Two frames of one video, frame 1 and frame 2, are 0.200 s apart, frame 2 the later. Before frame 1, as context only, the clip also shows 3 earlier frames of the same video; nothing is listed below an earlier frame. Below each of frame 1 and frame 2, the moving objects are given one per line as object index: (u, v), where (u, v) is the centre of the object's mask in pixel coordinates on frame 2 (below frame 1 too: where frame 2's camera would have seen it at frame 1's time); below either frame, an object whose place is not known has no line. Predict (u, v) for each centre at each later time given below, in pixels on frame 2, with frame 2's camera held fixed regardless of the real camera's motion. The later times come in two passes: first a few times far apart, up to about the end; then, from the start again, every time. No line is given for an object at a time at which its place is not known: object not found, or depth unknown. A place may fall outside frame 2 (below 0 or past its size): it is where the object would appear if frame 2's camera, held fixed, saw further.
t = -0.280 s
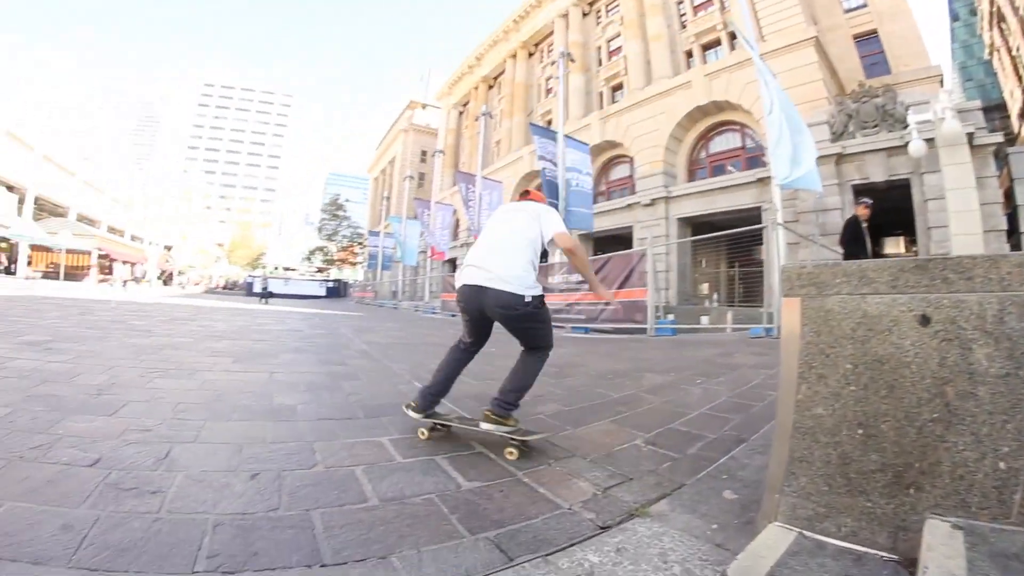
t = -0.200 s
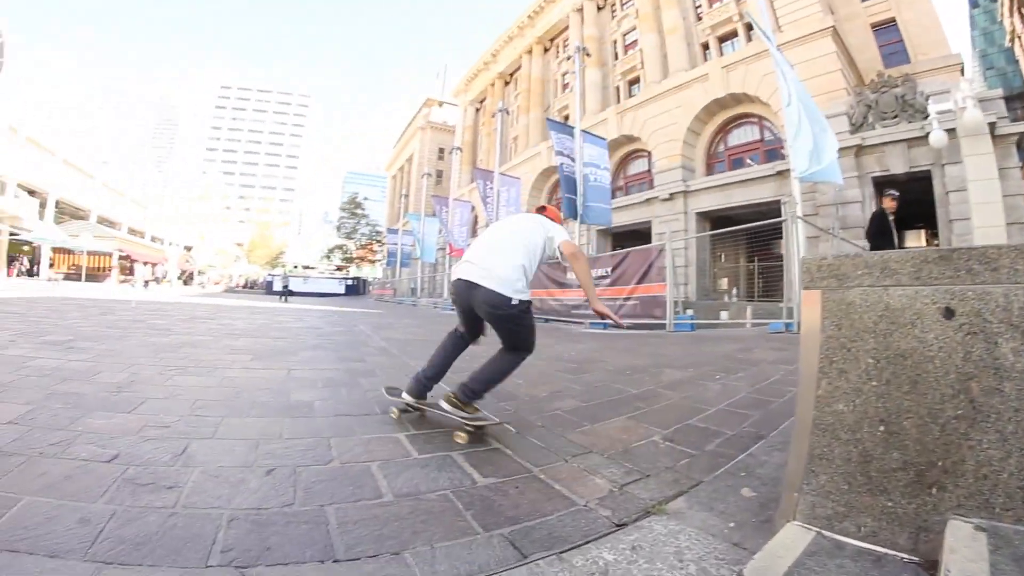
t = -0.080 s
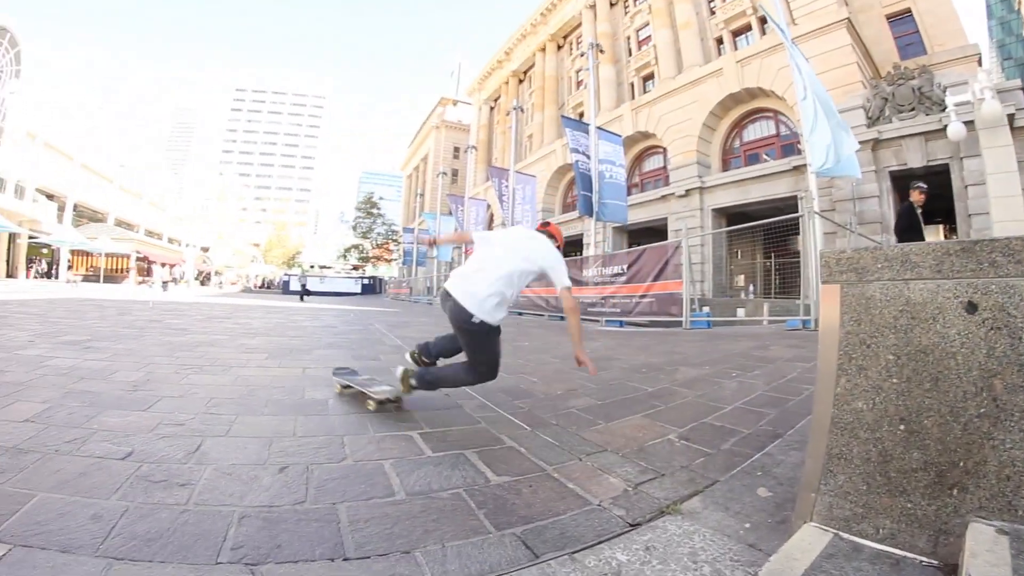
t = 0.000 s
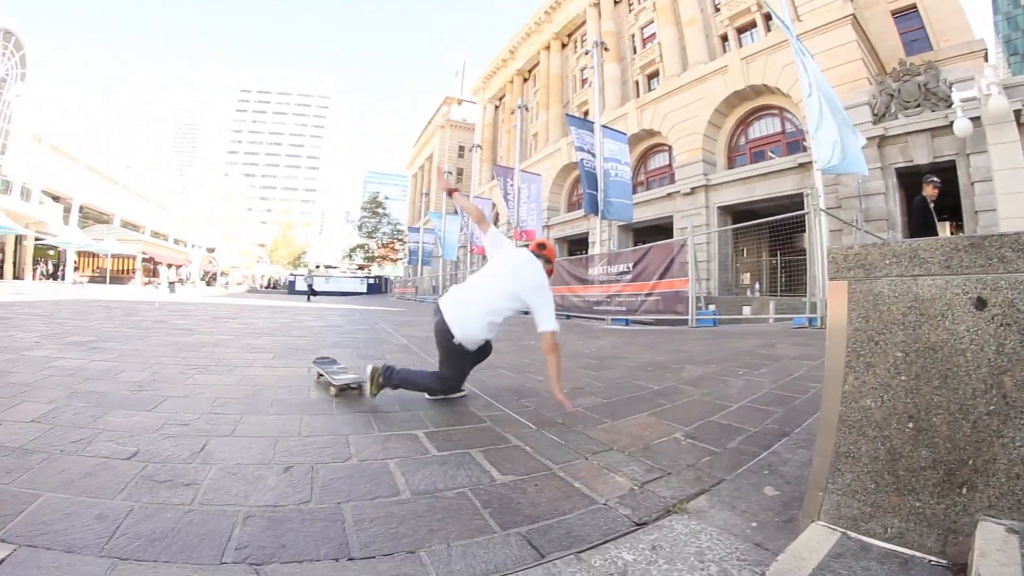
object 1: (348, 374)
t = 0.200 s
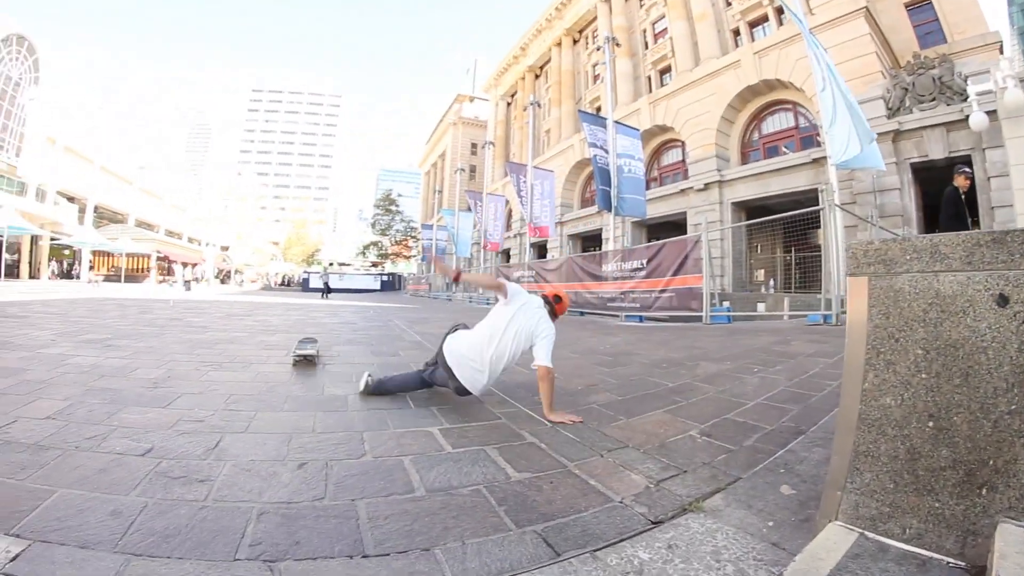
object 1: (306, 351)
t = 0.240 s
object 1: (302, 347)
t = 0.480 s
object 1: (301, 330)
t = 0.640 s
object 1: (312, 323)
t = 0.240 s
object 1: (302, 347)
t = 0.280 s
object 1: (300, 344)
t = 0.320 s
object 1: (298, 340)
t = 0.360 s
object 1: (297, 337)
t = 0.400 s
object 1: (298, 334)
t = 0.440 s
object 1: (299, 332)
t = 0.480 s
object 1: (301, 330)
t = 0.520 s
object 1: (302, 328)
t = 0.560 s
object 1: (305, 326)
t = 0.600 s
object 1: (308, 325)
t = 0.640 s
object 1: (312, 323)
